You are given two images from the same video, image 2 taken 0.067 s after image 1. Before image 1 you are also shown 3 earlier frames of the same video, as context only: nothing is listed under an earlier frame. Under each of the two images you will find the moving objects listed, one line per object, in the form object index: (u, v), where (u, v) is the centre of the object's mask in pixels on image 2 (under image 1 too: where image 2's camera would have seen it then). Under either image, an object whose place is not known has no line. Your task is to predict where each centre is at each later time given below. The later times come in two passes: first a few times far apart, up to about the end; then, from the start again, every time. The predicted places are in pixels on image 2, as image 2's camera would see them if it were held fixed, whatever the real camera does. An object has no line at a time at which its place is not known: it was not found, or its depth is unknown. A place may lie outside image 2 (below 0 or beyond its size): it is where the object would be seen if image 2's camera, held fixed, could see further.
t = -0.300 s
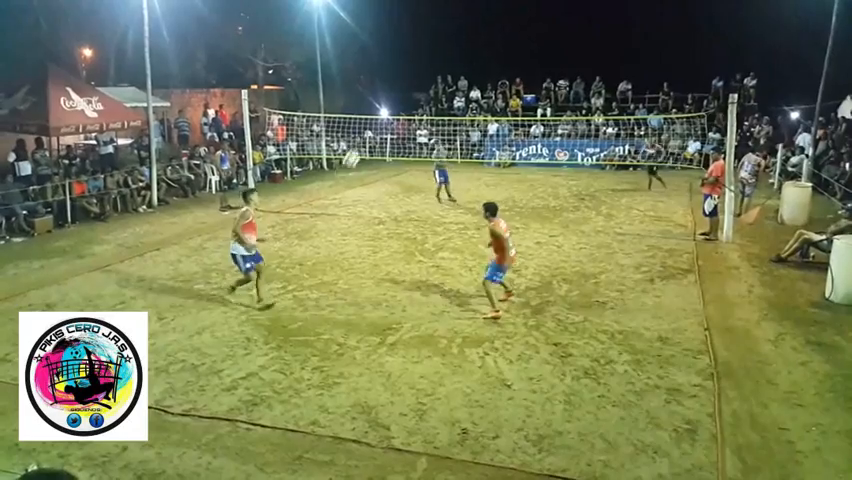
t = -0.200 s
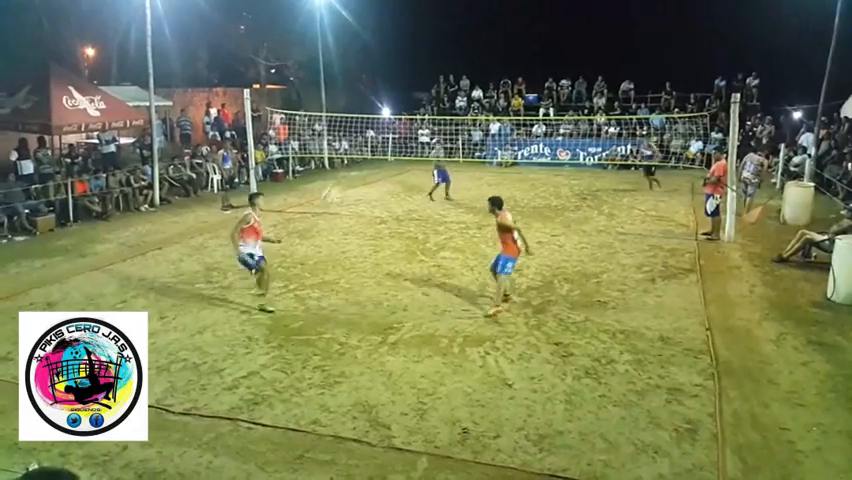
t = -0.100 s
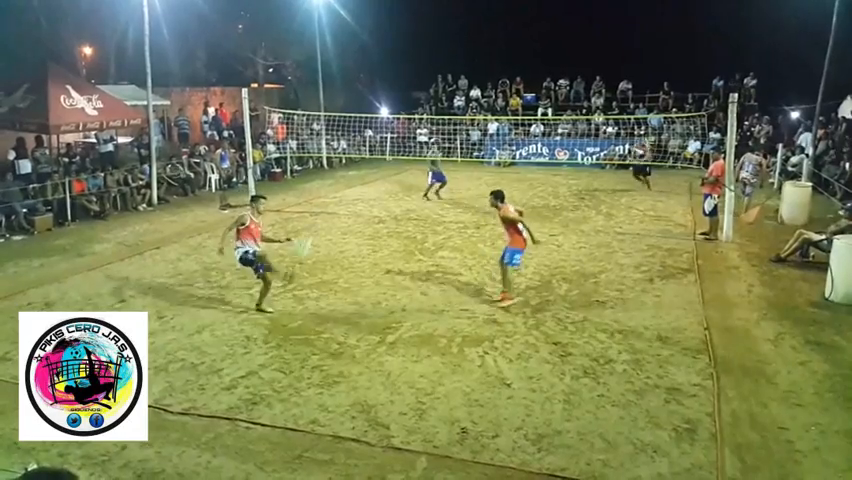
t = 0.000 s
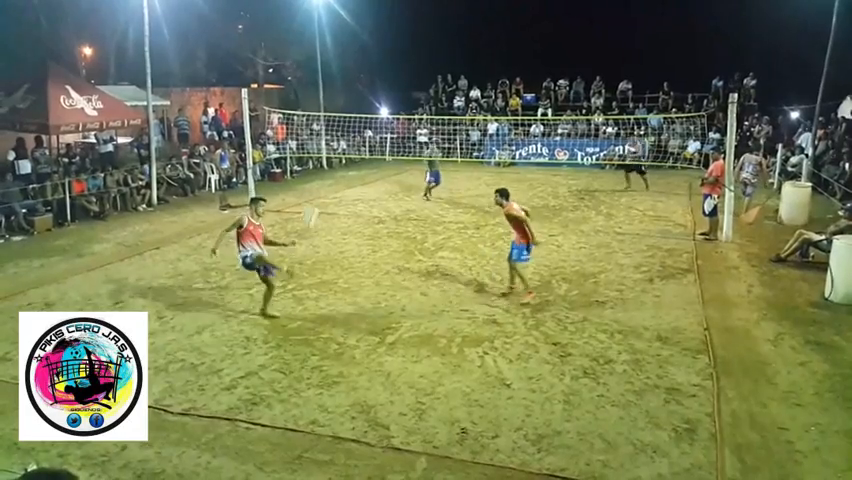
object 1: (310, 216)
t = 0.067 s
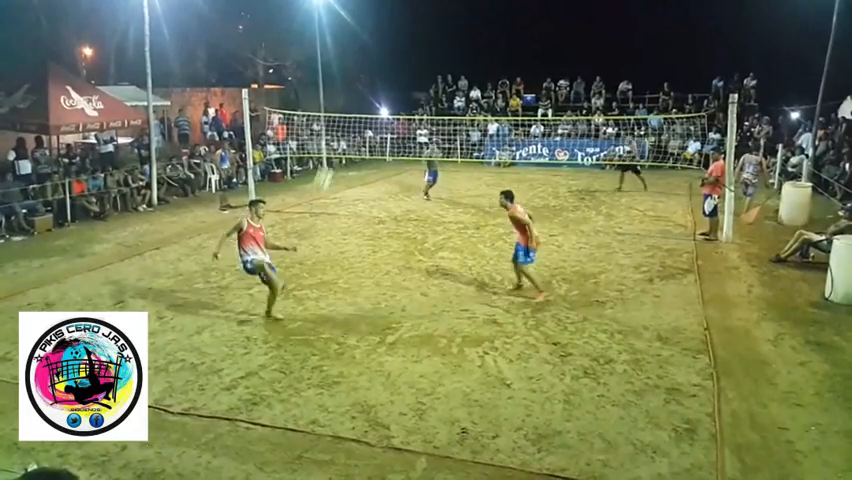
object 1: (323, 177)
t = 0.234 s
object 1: (356, 102)
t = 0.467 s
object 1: (401, 37)
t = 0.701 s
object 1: (441, 14)
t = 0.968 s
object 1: (481, 33)
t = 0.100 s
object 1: (331, 162)
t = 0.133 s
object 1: (336, 145)
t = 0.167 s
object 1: (342, 132)
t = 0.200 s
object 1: (350, 115)
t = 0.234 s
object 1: (356, 102)
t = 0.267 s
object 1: (363, 91)
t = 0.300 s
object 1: (369, 80)
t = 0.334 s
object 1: (375, 69)
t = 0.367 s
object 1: (382, 60)
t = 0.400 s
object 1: (388, 51)
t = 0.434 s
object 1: (394, 44)
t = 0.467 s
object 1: (401, 37)
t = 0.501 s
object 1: (407, 31)
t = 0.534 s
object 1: (412, 26)
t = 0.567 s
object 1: (418, 22)
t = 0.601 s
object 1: (424, 19)
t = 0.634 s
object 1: (430, 16)
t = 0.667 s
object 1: (436, 15)
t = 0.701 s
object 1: (441, 14)
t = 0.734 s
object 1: (446, 14)
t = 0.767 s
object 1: (452, 15)
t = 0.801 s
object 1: (457, 16)
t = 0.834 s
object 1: (461, 18)
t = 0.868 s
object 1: (467, 21)
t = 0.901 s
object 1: (471, 24)
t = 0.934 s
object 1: (476, 28)
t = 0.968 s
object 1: (481, 33)
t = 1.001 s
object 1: (485, 38)
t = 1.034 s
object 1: (489, 44)
